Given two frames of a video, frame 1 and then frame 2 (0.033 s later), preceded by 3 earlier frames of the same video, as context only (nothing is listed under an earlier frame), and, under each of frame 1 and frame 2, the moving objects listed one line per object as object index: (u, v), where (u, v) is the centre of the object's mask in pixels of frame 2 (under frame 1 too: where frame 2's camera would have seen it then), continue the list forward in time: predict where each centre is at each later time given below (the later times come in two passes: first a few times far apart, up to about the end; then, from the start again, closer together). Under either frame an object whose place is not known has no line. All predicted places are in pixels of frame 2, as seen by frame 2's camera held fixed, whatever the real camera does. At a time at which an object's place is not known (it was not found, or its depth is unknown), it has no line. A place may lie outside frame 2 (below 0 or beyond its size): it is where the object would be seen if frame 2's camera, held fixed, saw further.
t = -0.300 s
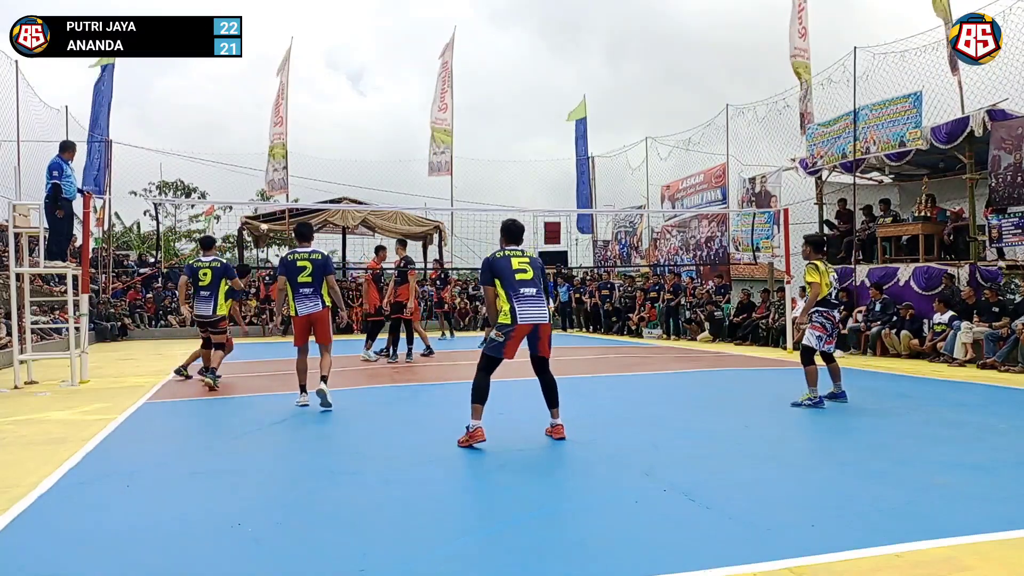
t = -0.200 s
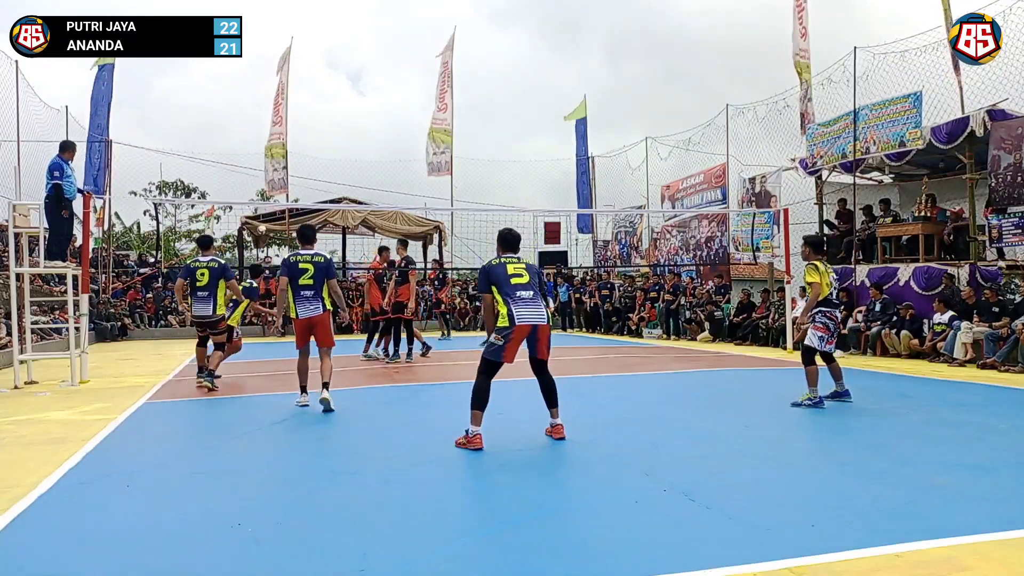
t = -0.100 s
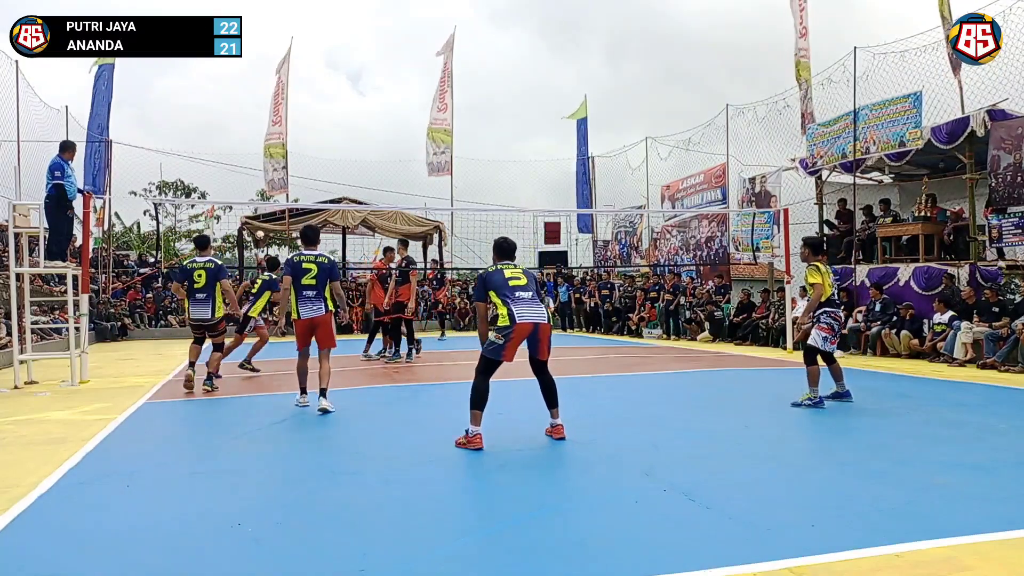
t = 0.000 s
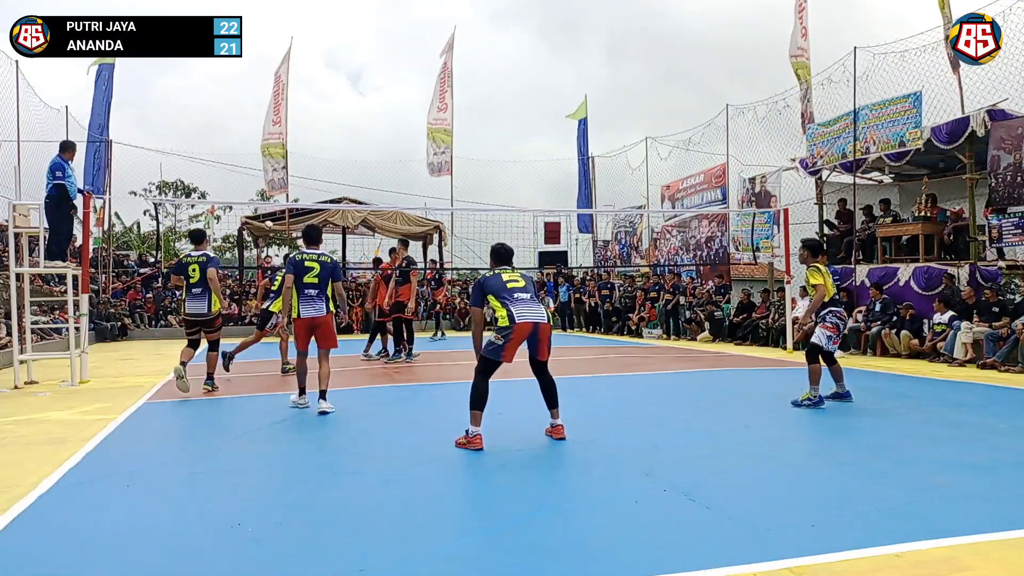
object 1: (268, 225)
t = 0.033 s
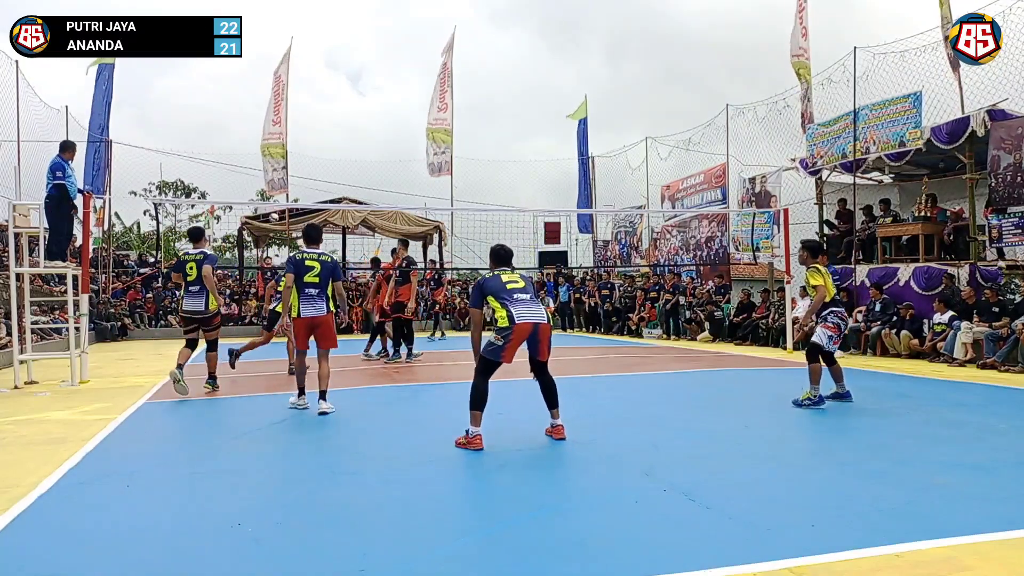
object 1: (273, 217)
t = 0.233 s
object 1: (311, 178)
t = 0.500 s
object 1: (373, 143)
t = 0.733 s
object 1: (448, 141)
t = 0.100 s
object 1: (285, 200)
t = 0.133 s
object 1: (292, 198)
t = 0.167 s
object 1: (298, 190)
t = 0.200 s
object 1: (304, 184)
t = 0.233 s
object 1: (311, 178)
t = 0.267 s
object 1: (318, 173)
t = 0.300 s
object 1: (325, 167)
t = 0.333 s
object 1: (332, 162)
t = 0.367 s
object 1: (340, 157)
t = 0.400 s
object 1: (347, 153)
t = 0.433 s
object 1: (355, 150)
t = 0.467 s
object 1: (364, 146)
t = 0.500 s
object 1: (373, 143)
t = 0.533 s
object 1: (382, 141)
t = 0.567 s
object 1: (392, 140)
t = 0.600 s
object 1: (402, 138)
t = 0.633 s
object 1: (413, 138)
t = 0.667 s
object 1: (424, 139)
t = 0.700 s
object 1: (435, 140)
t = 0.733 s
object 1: (448, 141)
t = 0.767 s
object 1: (461, 144)
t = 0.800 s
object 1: (475, 148)
